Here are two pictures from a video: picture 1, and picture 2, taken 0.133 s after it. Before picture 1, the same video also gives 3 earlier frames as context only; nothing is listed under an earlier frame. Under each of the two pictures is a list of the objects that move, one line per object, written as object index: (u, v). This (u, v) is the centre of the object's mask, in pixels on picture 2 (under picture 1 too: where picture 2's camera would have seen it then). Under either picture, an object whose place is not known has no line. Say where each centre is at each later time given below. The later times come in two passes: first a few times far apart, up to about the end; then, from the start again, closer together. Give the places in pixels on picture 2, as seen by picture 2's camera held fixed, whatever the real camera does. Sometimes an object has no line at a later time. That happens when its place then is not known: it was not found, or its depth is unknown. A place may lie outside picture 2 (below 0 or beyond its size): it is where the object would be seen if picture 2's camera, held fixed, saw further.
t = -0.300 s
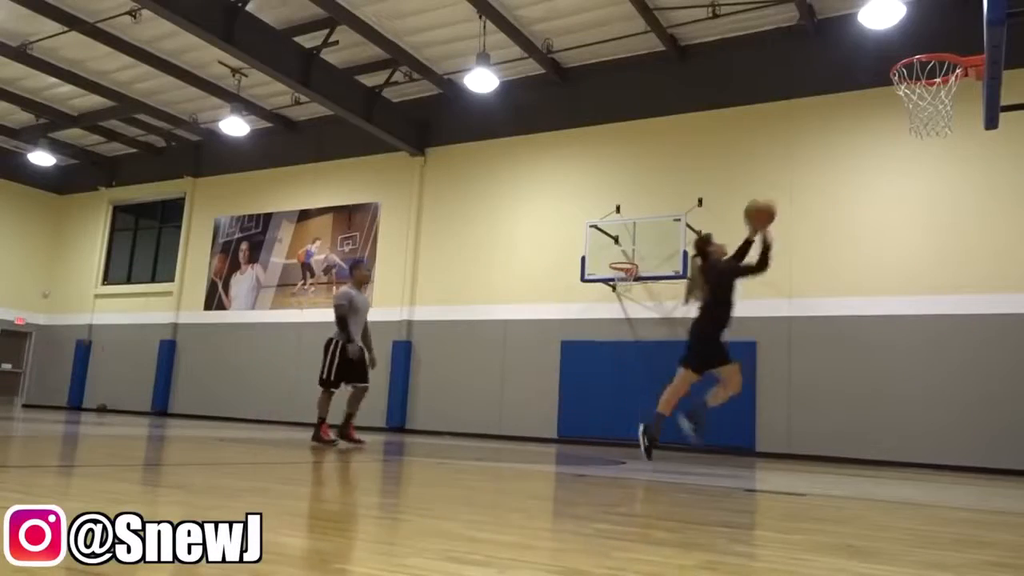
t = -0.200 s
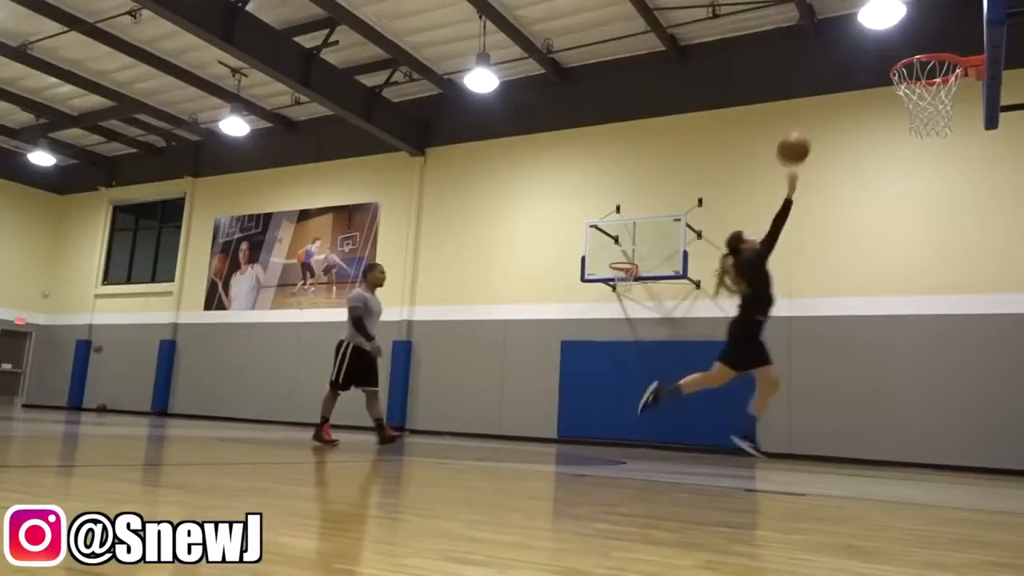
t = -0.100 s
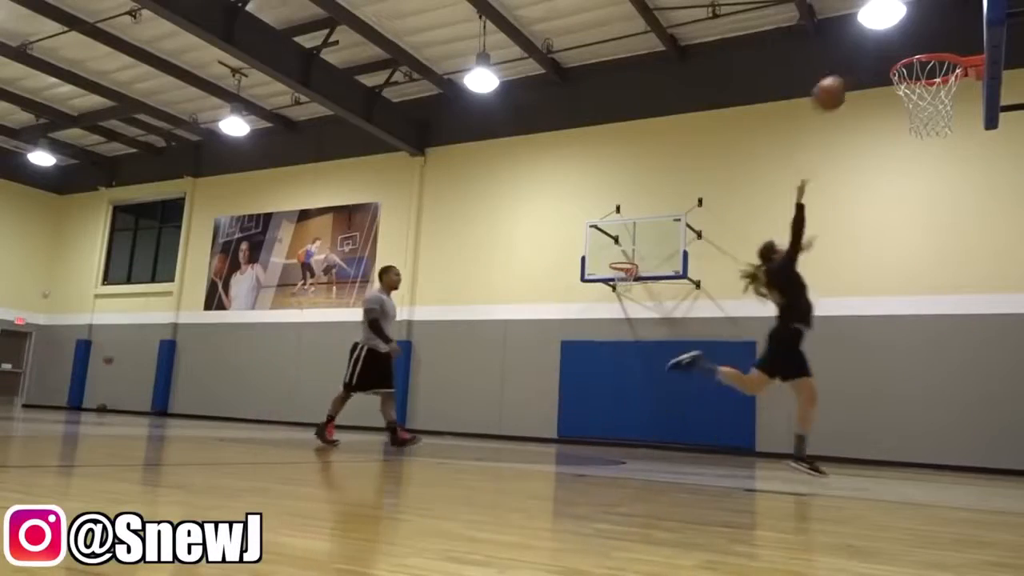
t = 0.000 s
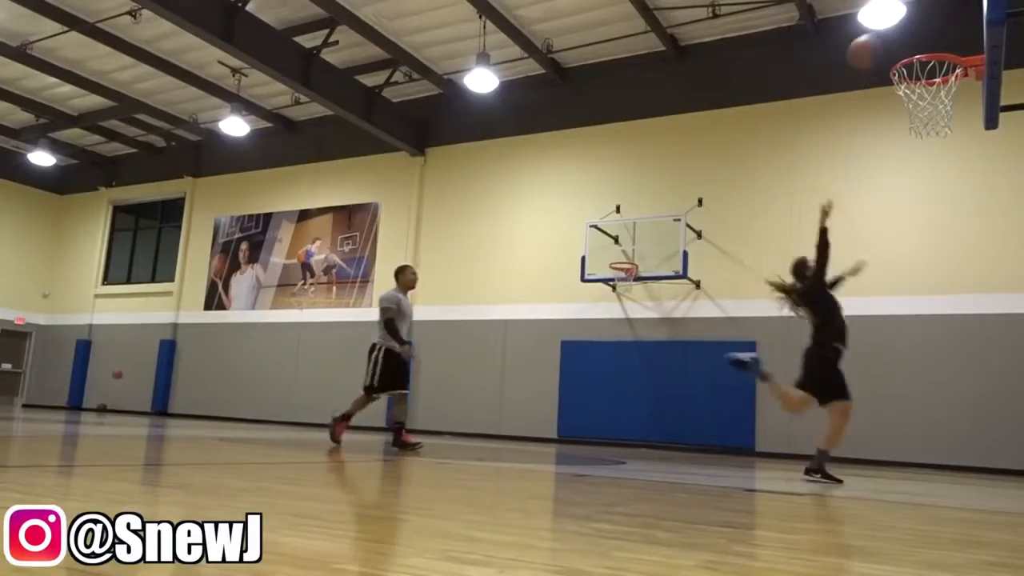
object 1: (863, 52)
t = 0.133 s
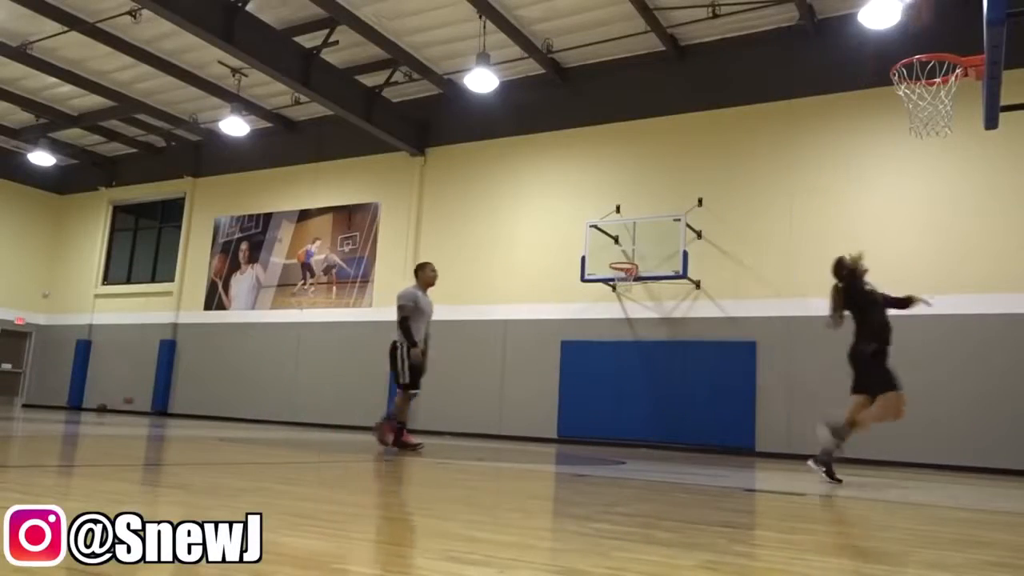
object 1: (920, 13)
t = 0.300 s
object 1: (960, 8)
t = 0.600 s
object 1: (888, 44)
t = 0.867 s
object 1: (829, 96)
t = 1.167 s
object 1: (769, 269)
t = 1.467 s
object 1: (709, 393)
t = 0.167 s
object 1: (929, 12)
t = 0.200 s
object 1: (939, 9)
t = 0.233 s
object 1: (952, 8)
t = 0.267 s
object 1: (963, 6)
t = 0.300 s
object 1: (960, 8)
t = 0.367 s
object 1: (942, 14)
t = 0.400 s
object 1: (933, 20)
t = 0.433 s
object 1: (923, 30)
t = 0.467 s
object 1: (914, 40)
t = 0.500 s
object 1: (906, 41)
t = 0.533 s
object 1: (900, 41)
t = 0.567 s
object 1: (893, 43)
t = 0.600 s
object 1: (888, 44)
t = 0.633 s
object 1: (878, 44)
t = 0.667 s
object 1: (870, 46)
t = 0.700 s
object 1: (864, 51)
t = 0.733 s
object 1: (856, 58)
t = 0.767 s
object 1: (849, 65)
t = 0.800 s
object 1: (841, 74)
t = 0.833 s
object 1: (835, 85)
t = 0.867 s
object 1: (829, 96)
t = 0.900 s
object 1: (822, 110)
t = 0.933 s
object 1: (816, 124)
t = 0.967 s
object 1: (809, 140)
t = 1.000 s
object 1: (802, 158)
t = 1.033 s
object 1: (795, 177)
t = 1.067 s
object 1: (788, 199)
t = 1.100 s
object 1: (782, 220)
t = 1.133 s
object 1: (775, 243)
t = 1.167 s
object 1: (769, 269)
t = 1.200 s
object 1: (762, 294)
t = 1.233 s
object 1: (756, 323)
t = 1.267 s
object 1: (748, 358)
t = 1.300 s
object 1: (741, 386)
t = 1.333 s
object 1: (735, 419)
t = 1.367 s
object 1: (728, 450)
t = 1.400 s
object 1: (721, 442)
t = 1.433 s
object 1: (715, 416)
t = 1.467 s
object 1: (709, 393)
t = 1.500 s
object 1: (703, 373)
